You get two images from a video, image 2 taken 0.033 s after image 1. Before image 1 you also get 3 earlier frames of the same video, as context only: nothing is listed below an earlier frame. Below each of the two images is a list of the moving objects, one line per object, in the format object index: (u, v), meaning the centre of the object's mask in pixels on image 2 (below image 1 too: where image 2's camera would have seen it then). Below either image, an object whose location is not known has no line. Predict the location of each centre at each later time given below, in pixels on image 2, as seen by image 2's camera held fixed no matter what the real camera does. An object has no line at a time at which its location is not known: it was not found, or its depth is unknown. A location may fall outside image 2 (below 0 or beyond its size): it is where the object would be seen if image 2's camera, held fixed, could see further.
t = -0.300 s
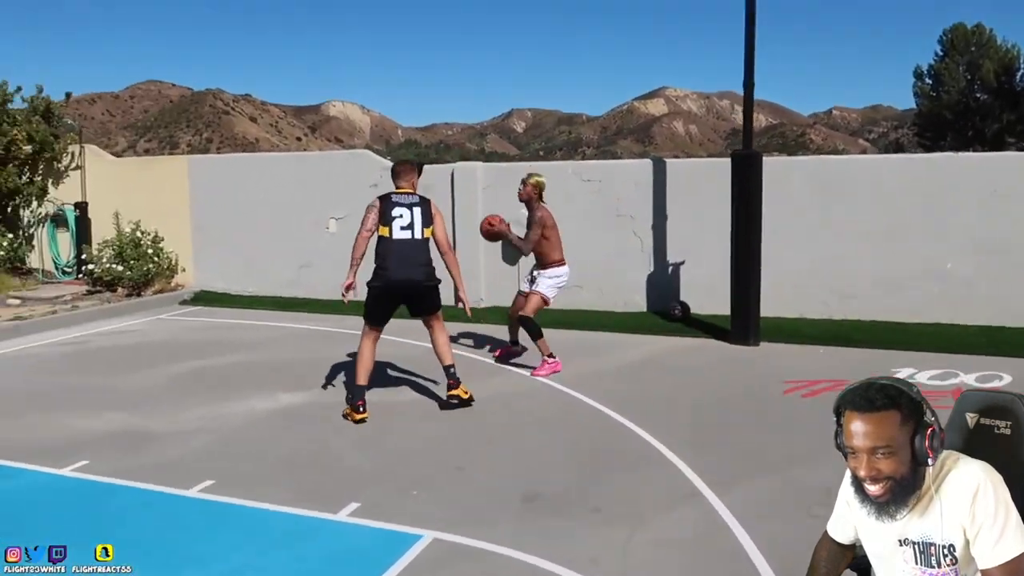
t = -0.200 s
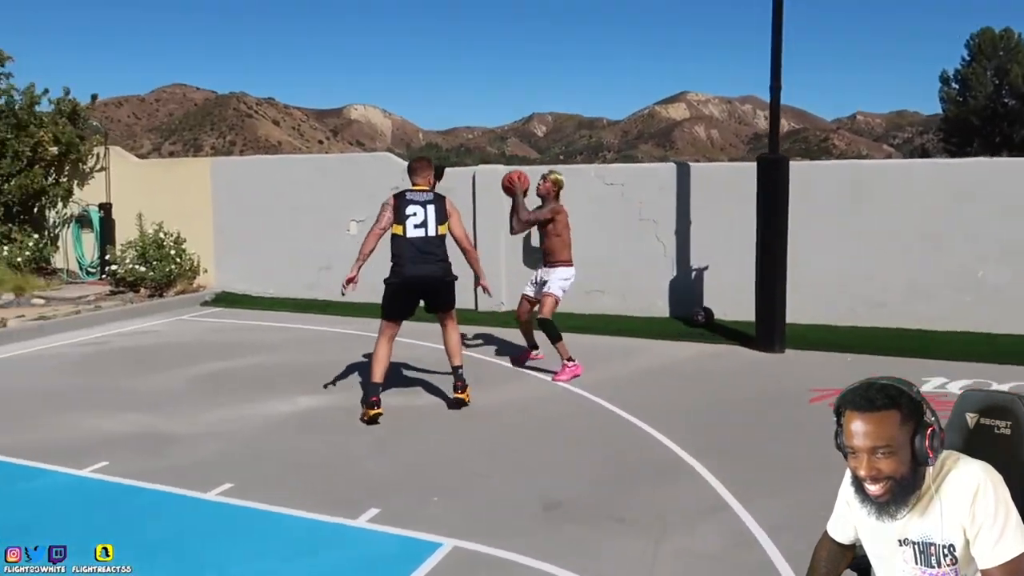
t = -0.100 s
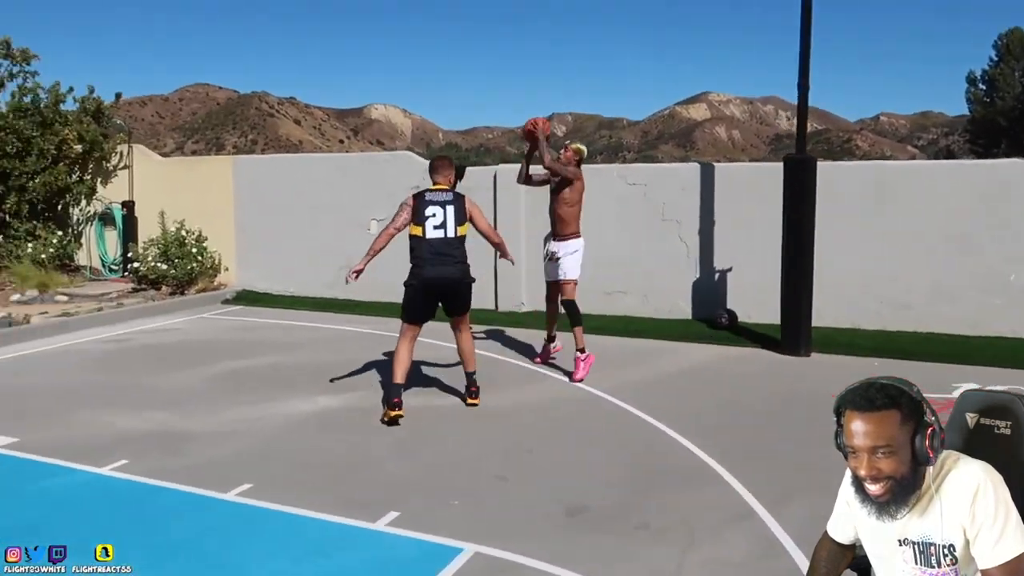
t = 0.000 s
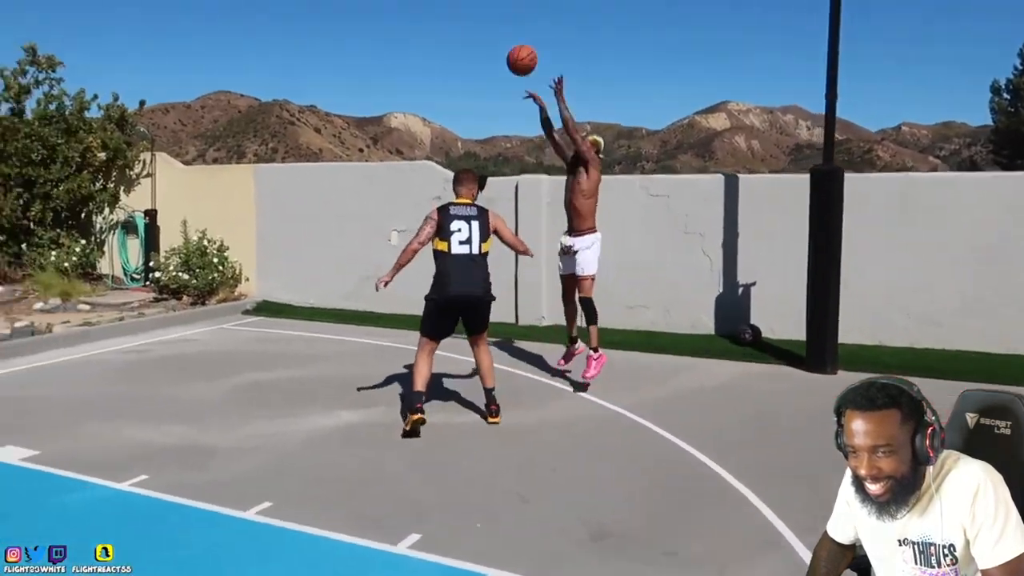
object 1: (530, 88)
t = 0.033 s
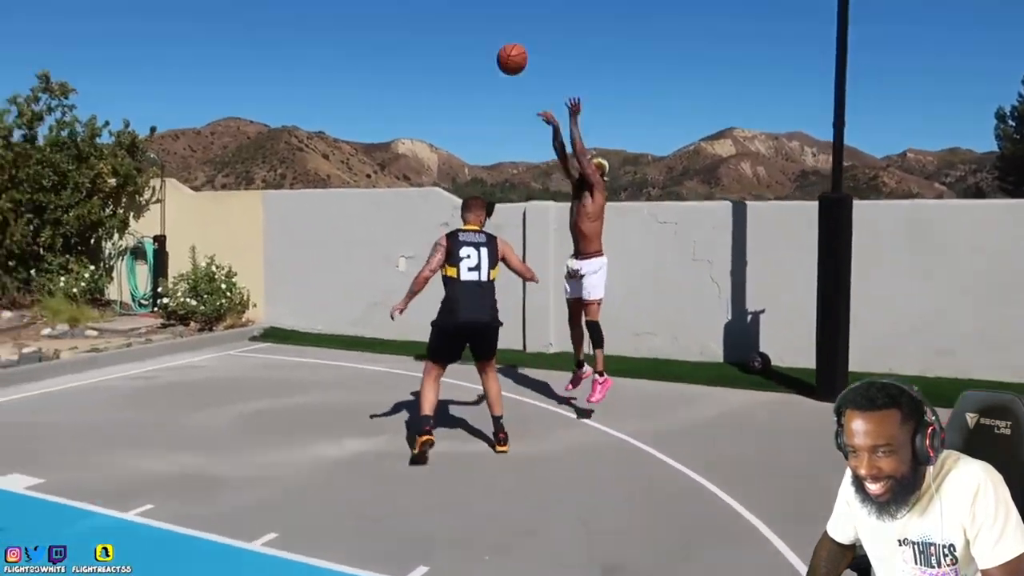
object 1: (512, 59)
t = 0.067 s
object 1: (494, 31)
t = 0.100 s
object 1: (473, 5)
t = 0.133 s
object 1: (453, -21)
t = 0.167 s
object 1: (431, -45)
